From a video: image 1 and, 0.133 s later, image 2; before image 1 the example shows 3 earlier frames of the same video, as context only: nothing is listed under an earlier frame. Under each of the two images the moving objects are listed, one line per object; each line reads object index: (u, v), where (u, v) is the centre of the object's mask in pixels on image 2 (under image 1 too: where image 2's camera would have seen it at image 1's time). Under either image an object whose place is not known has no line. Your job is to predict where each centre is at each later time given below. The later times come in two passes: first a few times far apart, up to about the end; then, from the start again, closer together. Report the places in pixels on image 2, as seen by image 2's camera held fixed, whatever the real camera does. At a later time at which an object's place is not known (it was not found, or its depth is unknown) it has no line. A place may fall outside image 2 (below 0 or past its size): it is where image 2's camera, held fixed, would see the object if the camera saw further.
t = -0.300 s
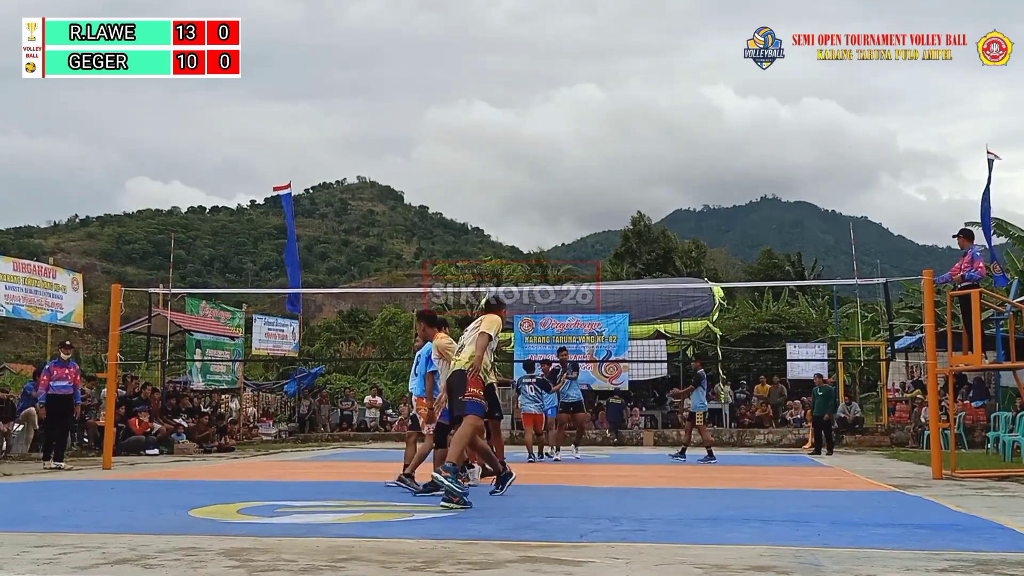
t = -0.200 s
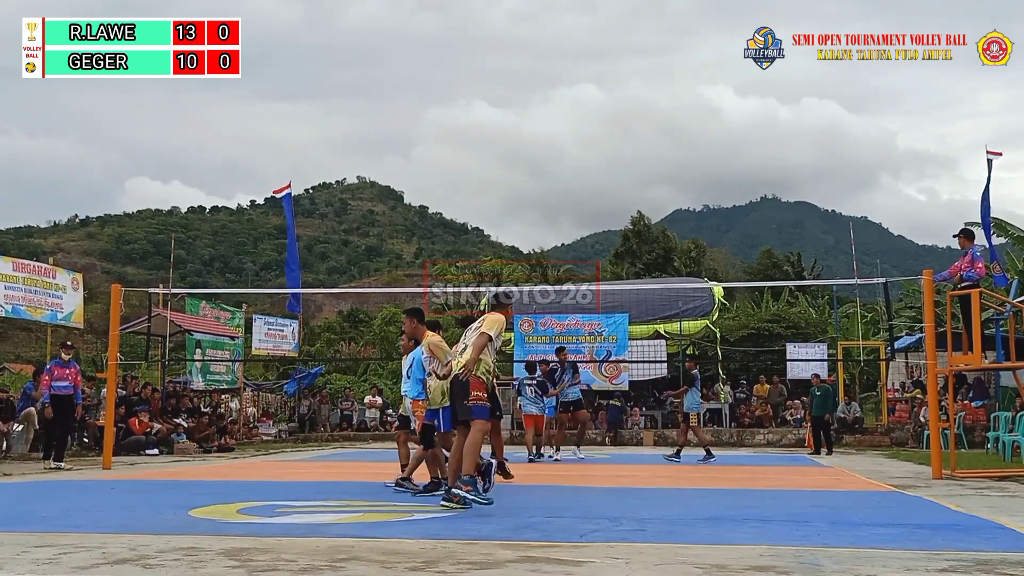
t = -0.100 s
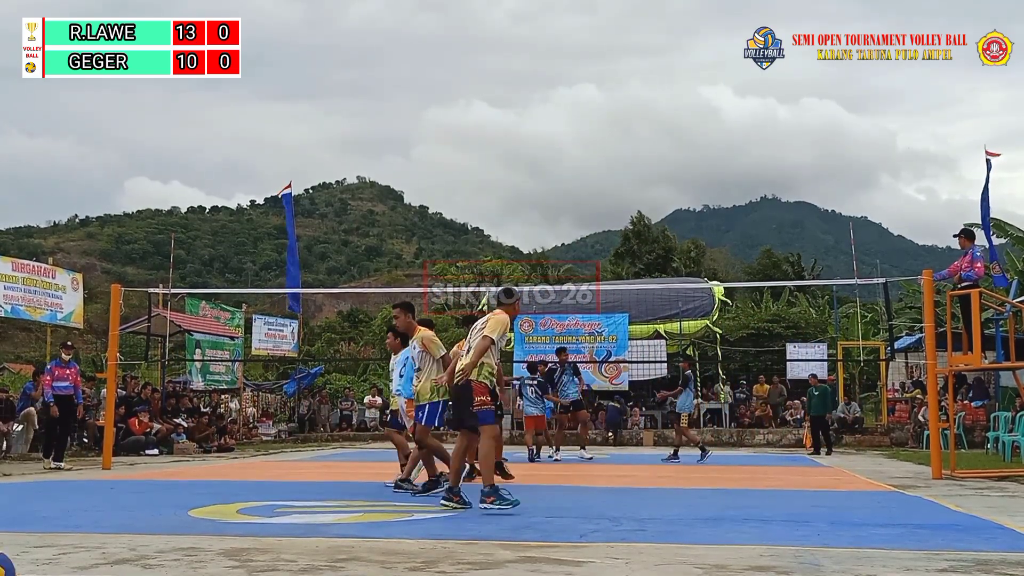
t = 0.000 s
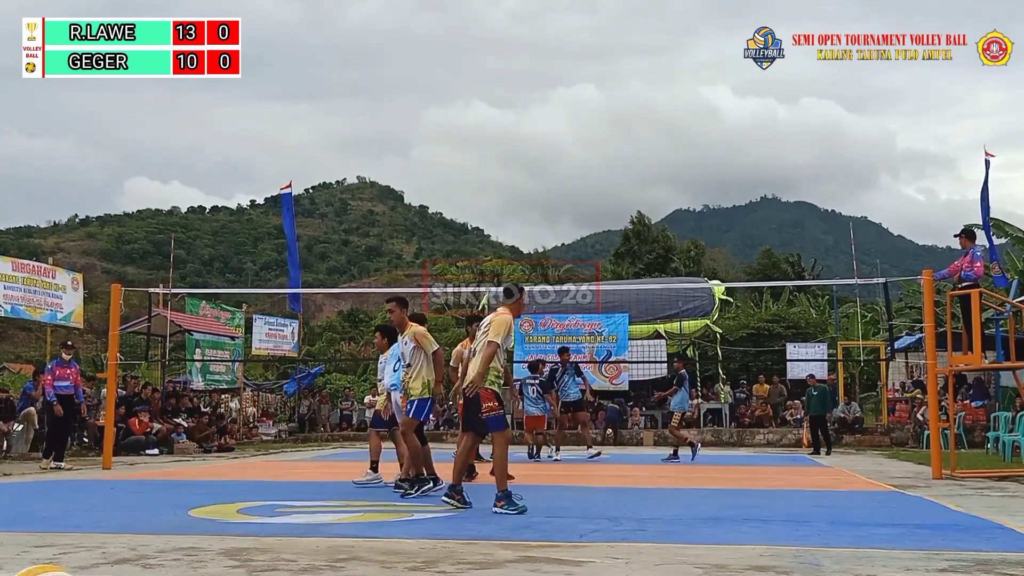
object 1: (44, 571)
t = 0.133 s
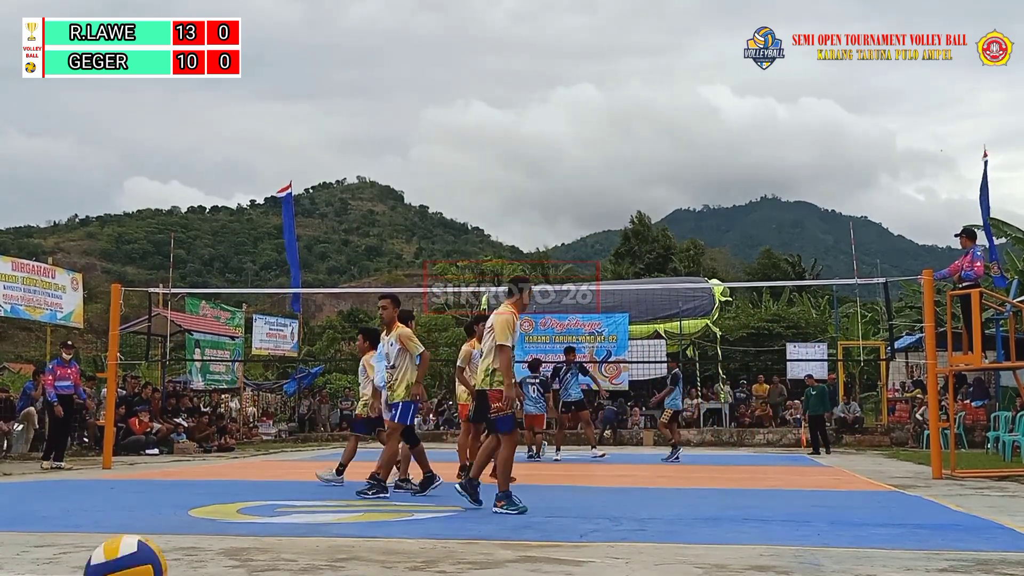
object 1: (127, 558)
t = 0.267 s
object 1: (196, 562)
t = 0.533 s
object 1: (301, 557)
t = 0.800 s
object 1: (380, 551)
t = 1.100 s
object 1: (449, 541)
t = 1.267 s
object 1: (480, 537)
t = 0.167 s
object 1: (146, 557)
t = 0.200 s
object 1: (163, 557)
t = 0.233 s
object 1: (180, 559)
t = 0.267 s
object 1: (196, 562)
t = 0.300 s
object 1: (210, 565)
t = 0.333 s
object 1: (225, 559)
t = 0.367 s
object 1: (239, 555)
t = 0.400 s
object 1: (252, 552)
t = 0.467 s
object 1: (278, 554)
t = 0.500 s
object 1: (290, 557)
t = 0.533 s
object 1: (301, 557)
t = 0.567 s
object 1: (312, 553)
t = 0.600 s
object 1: (322, 549)
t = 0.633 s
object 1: (333, 548)
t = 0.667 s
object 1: (342, 549)
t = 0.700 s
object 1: (351, 551)
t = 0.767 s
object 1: (371, 551)
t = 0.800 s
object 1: (380, 551)
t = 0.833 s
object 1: (388, 552)
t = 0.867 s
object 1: (397, 552)
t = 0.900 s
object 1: (405, 547)
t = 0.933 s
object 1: (413, 545)
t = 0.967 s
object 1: (420, 545)
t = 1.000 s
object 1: (427, 548)
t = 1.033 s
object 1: (435, 545)
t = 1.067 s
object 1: (442, 542)
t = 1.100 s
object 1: (449, 541)
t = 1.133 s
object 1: (455, 543)
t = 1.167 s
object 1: (462, 540)
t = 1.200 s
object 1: (468, 537)
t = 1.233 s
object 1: (474, 537)
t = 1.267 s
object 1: (480, 537)
